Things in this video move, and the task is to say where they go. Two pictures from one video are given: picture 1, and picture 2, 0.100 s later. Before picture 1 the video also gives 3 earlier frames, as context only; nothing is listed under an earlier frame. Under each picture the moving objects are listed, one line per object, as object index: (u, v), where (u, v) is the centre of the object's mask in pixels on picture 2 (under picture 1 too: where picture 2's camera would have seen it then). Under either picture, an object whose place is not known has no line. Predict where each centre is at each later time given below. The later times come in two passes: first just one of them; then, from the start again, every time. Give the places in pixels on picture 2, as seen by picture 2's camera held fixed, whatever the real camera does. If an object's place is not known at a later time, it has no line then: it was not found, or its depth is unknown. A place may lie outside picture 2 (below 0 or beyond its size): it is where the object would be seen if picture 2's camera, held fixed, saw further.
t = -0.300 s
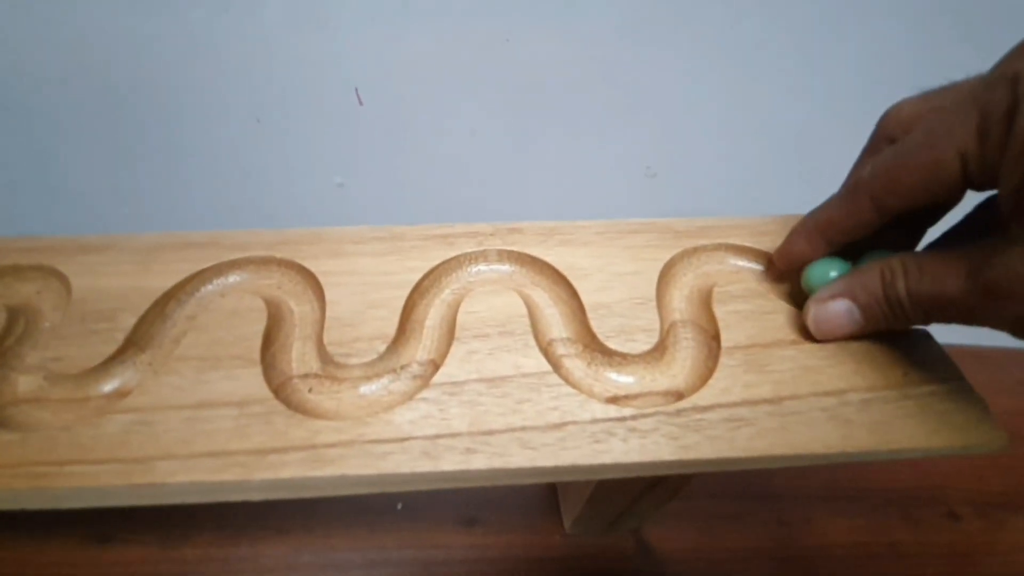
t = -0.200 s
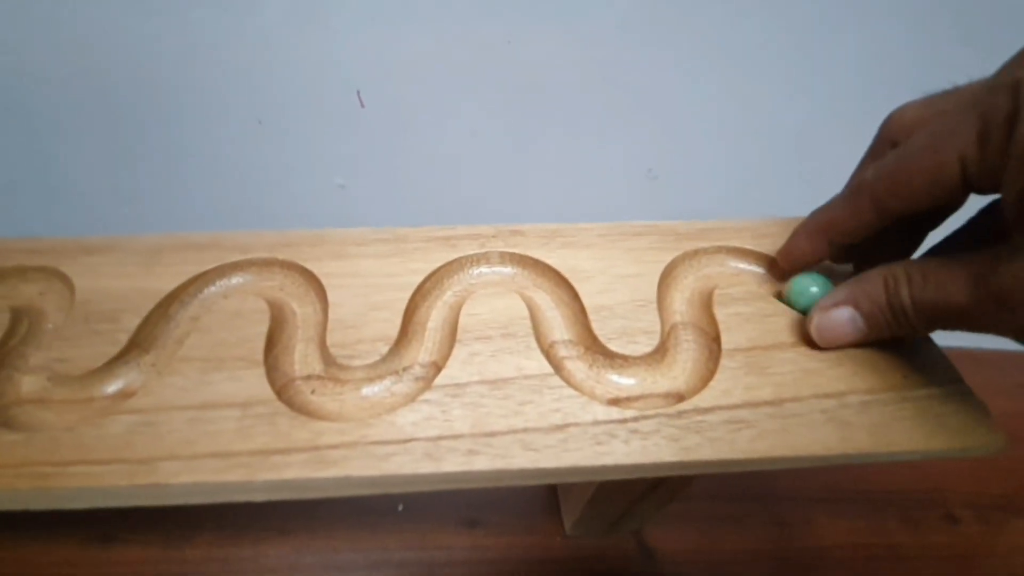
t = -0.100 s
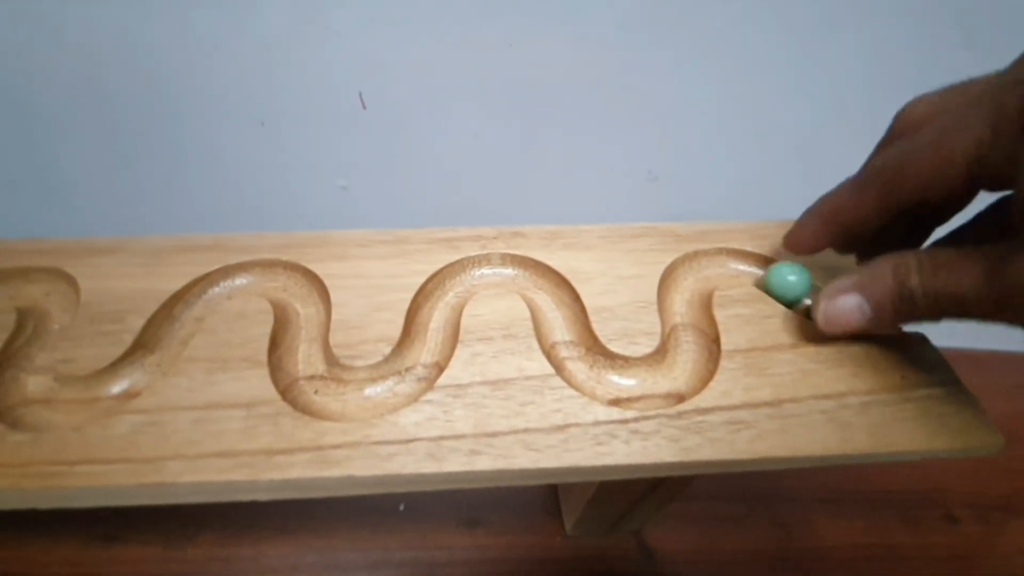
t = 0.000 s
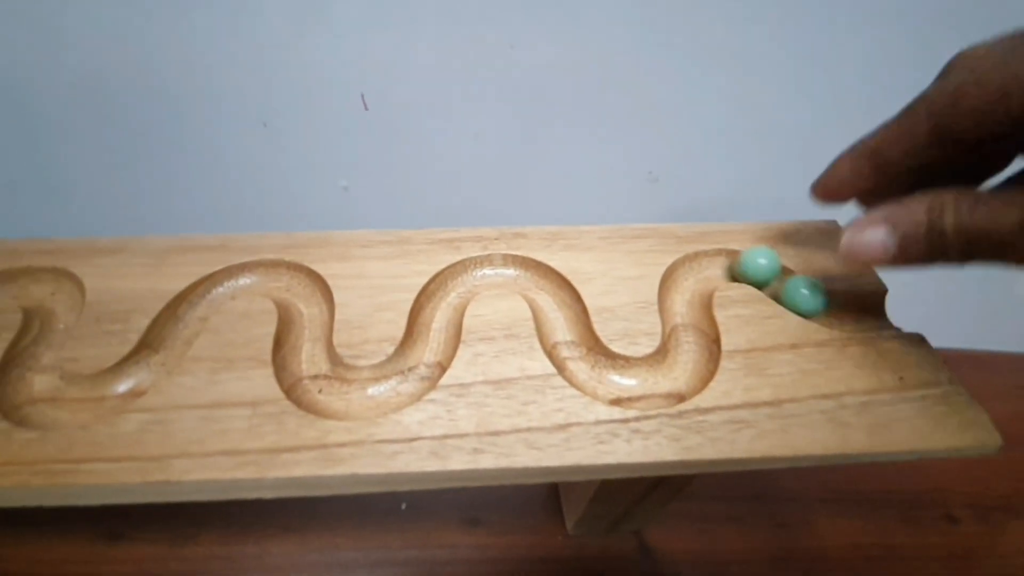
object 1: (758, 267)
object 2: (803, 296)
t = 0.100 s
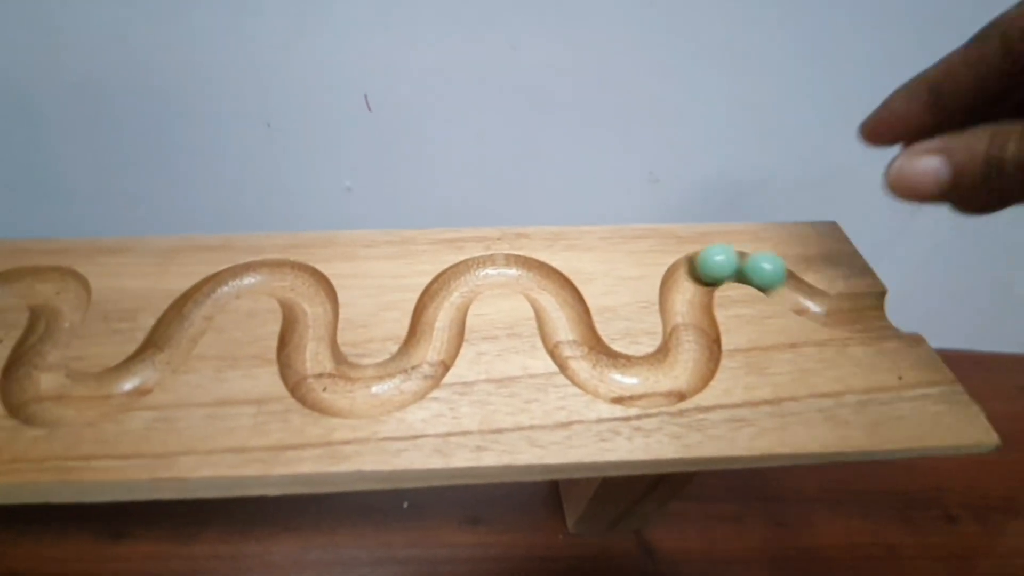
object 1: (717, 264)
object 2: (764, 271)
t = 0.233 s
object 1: (686, 305)
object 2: (703, 267)
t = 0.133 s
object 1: (703, 268)
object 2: (749, 264)
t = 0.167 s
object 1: (690, 275)
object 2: (733, 263)
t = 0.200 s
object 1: (685, 289)
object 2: (718, 263)
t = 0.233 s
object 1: (686, 305)
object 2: (703, 267)
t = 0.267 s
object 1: (693, 325)
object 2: (690, 277)
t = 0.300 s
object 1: (696, 345)
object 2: (685, 292)
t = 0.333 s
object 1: (691, 360)
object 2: (686, 309)
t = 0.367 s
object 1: (675, 375)
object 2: (692, 327)
